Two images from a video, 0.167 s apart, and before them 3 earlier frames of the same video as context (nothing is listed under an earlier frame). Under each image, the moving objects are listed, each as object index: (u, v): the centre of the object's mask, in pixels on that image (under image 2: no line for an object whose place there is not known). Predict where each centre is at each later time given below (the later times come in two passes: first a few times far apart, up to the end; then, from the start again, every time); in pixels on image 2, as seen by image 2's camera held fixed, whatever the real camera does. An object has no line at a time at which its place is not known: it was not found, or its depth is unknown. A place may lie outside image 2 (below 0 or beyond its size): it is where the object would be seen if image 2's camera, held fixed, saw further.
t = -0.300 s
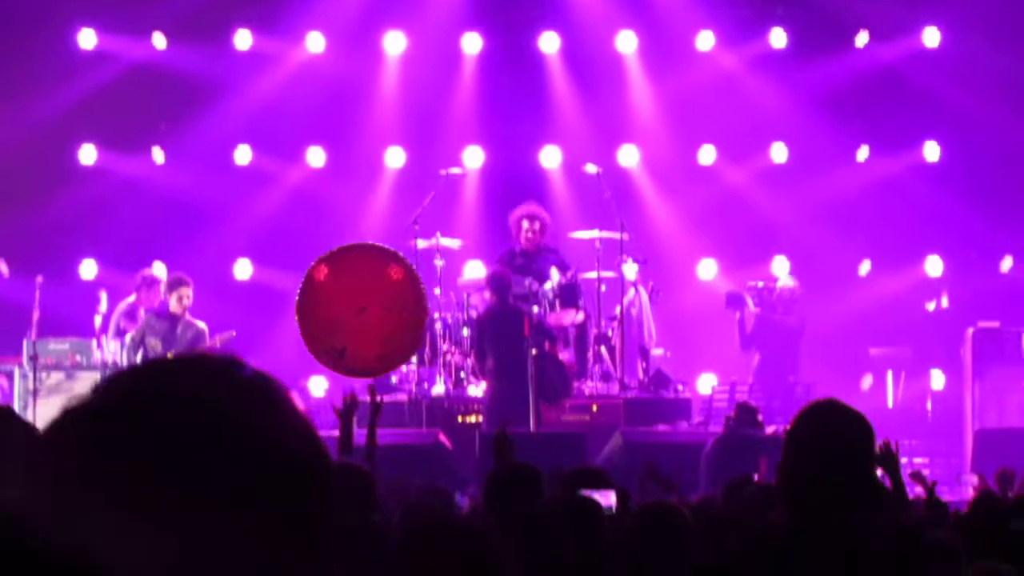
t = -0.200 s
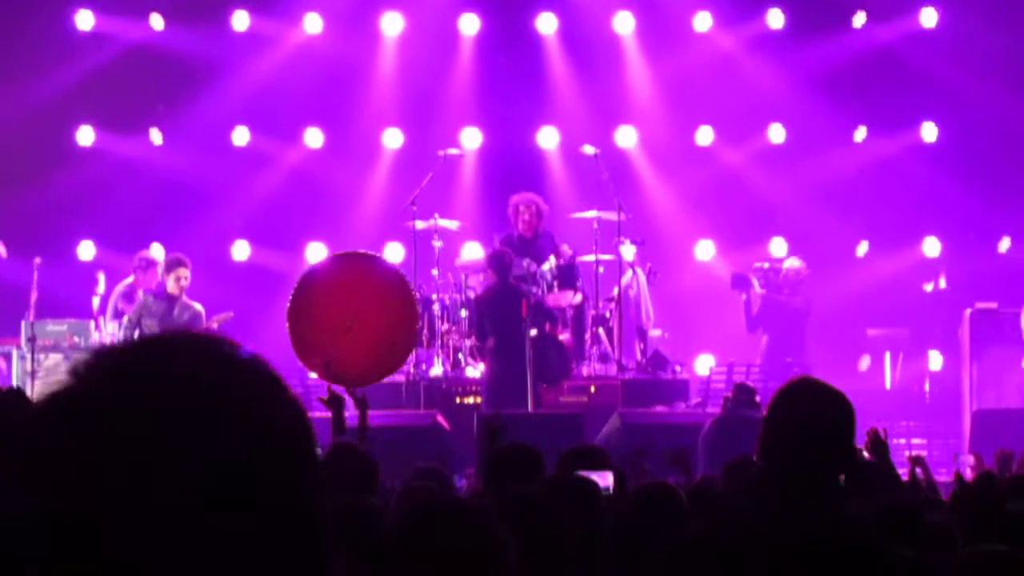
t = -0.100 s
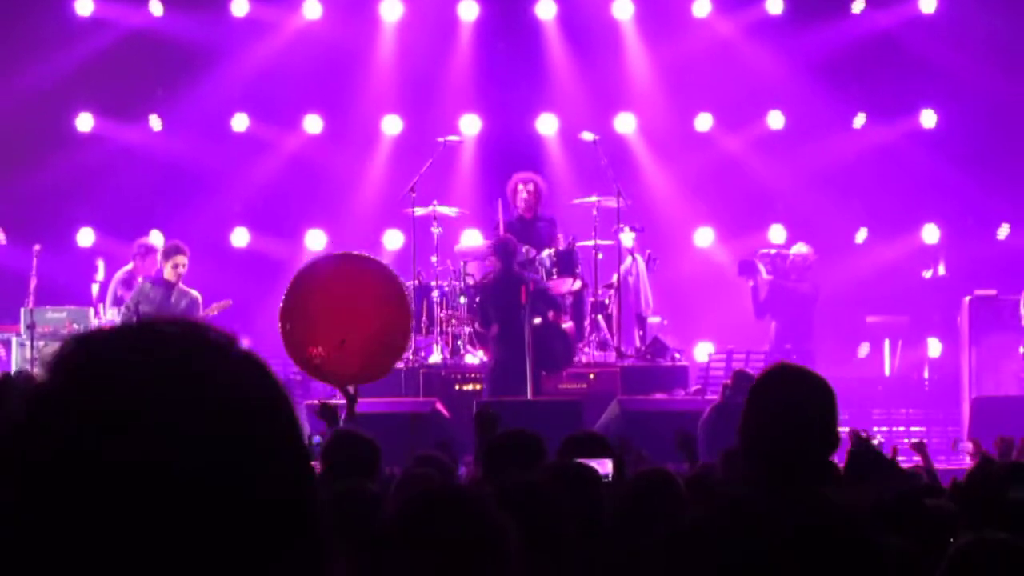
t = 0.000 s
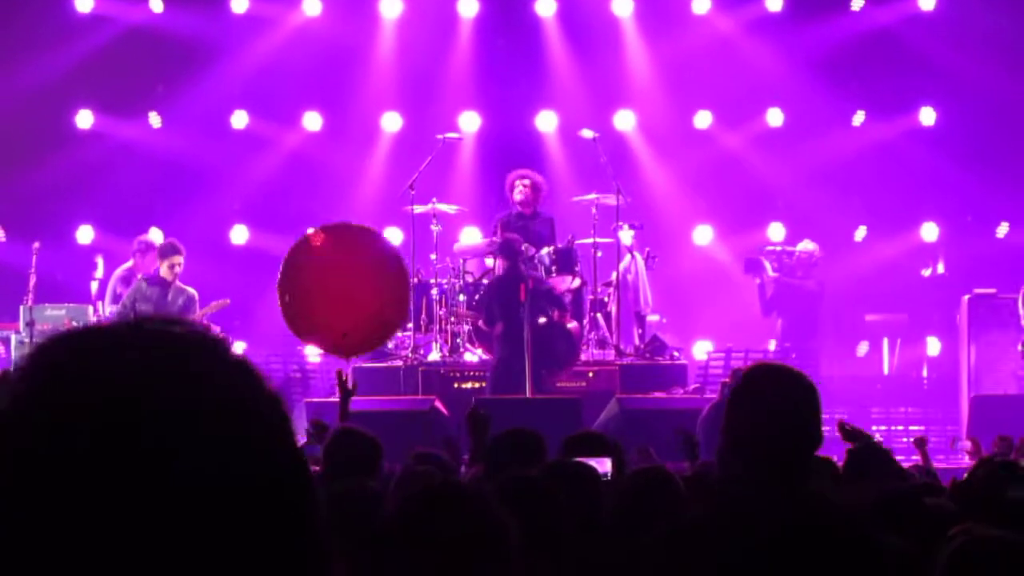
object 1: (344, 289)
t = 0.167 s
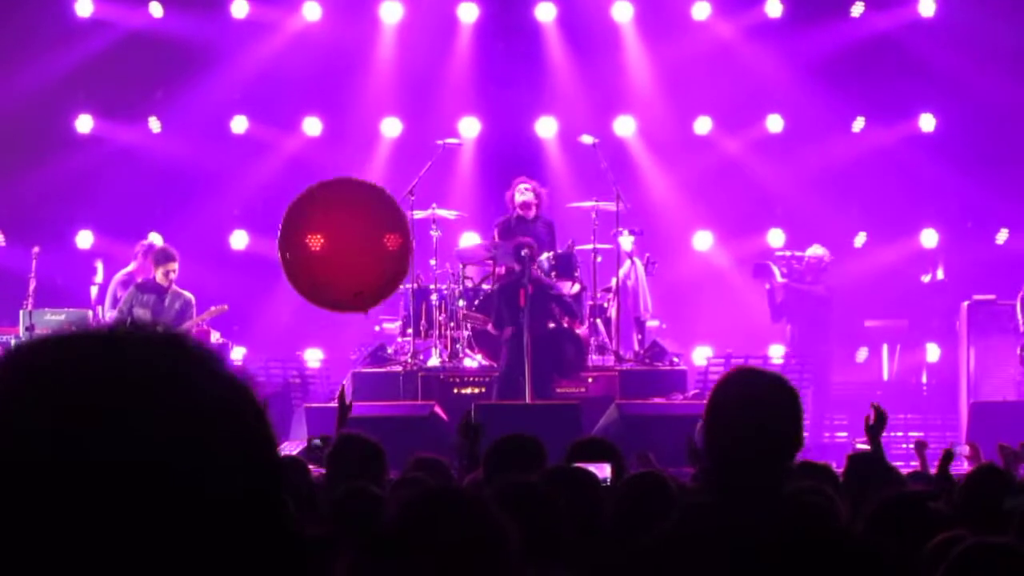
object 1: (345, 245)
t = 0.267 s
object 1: (346, 217)
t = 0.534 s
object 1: (350, 154)
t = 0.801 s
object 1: (353, 103)
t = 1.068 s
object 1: (357, 66)
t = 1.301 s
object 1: (361, 50)
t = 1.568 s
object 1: (363, 42)
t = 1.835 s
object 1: (362, 42)
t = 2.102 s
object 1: (360, 48)
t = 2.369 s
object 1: (357, 66)
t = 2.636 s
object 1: (353, 104)
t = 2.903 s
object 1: (352, 153)
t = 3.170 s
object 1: (352, 212)
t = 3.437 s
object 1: (355, 277)
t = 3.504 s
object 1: (355, 294)
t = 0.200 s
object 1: (345, 235)
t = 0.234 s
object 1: (346, 226)
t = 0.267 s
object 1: (346, 217)
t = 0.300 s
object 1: (346, 208)
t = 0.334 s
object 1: (347, 200)
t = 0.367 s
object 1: (348, 192)
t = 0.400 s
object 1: (348, 184)
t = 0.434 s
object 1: (349, 175)
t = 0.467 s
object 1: (349, 168)
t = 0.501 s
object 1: (350, 161)
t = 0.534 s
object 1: (350, 154)
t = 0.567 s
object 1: (351, 146)
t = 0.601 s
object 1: (351, 140)
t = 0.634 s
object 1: (351, 133)
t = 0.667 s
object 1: (352, 127)
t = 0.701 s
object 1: (352, 121)
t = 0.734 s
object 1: (352, 115)
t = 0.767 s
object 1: (353, 109)
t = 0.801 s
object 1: (353, 103)
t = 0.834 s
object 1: (353, 98)
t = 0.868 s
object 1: (354, 93)
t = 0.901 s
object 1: (355, 88)
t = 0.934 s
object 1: (355, 84)
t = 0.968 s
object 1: (356, 79)
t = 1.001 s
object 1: (356, 75)
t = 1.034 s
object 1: (356, 70)
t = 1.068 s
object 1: (357, 66)
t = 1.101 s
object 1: (358, 62)
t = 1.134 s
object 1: (358, 59)
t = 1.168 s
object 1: (359, 57)
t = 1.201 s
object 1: (359, 55)
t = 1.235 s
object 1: (360, 53)
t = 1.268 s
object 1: (360, 52)
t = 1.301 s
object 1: (361, 50)
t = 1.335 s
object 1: (361, 49)
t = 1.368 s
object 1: (361, 48)
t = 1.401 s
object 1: (362, 47)
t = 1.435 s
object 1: (362, 46)
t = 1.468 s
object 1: (362, 45)
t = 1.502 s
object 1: (362, 44)
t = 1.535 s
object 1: (362, 43)
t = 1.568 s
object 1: (363, 42)
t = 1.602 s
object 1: (362, 42)
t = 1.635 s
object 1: (363, 41)
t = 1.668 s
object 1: (363, 41)
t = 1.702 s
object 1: (363, 41)
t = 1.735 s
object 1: (363, 41)
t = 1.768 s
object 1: (363, 41)
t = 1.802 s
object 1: (362, 42)
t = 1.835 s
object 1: (362, 42)
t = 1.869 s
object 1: (362, 42)
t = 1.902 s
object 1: (362, 43)
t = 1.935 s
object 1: (361, 43)
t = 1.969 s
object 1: (361, 44)
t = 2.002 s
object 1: (361, 45)
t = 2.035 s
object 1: (360, 46)
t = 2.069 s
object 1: (360, 47)
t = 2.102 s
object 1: (360, 48)
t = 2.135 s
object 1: (360, 50)
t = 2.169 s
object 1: (359, 51)
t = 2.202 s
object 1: (359, 53)
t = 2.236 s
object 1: (358, 55)
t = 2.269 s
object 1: (358, 57)
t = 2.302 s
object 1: (357, 59)
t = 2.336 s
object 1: (357, 62)
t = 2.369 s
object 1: (357, 66)
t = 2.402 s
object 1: (356, 70)
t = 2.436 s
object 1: (355, 75)
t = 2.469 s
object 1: (355, 80)
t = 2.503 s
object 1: (354, 84)
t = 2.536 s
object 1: (354, 89)
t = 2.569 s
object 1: (354, 93)
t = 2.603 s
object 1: (353, 98)
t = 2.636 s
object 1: (353, 104)
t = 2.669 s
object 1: (353, 109)
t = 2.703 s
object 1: (353, 115)
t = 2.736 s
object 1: (352, 121)
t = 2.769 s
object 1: (352, 127)
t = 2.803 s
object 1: (352, 133)
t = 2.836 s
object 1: (352, 140)
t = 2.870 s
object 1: (351, 146)
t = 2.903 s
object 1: (352, 153)
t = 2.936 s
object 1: (352, 160)
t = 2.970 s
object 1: (352, 167)
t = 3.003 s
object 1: (351, 174)
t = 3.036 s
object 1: (352, 181)
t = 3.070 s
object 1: (351, 189)
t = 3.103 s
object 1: (352, 197)
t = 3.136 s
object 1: (352, 204)
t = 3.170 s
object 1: (352, 212)
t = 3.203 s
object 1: (353, 220)
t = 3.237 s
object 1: (353, 228)
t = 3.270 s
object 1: (354, 236)
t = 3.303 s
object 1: (354, 244)
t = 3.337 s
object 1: (354, 252)
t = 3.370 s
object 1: (354, 261)
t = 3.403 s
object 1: (355, 269)
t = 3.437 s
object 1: (355, 277)
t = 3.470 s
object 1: (355, 285)
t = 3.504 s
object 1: (355, 294)
